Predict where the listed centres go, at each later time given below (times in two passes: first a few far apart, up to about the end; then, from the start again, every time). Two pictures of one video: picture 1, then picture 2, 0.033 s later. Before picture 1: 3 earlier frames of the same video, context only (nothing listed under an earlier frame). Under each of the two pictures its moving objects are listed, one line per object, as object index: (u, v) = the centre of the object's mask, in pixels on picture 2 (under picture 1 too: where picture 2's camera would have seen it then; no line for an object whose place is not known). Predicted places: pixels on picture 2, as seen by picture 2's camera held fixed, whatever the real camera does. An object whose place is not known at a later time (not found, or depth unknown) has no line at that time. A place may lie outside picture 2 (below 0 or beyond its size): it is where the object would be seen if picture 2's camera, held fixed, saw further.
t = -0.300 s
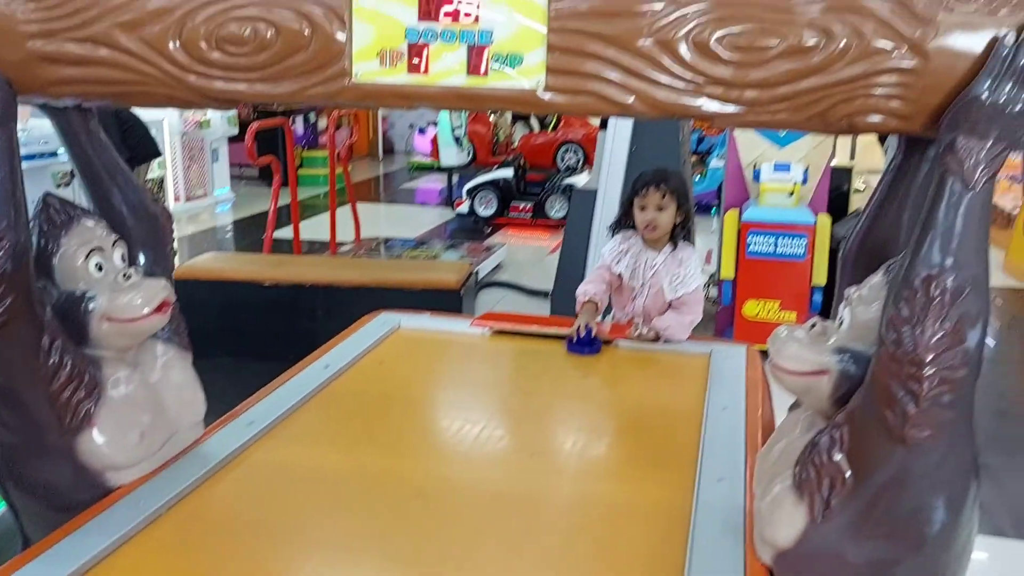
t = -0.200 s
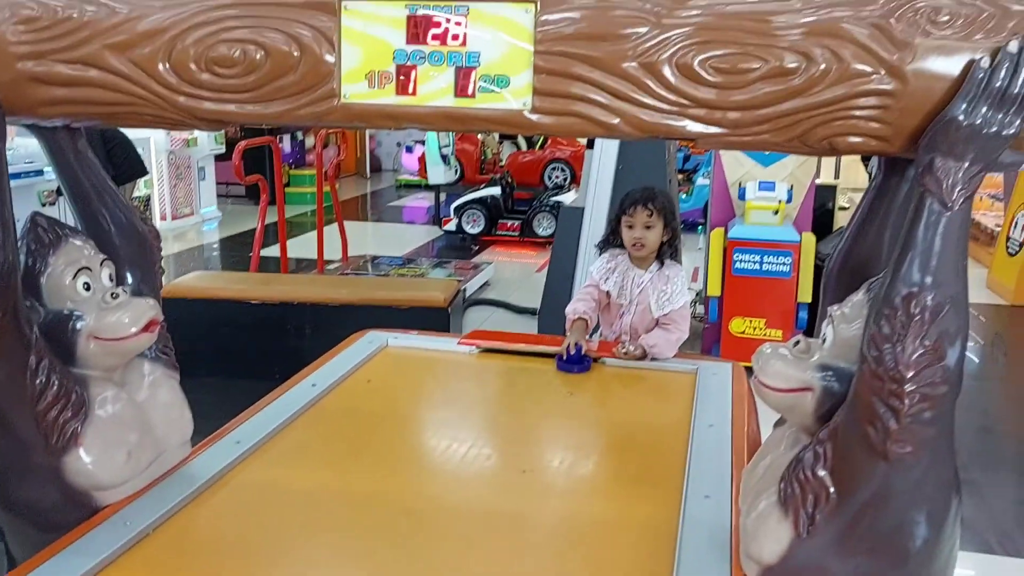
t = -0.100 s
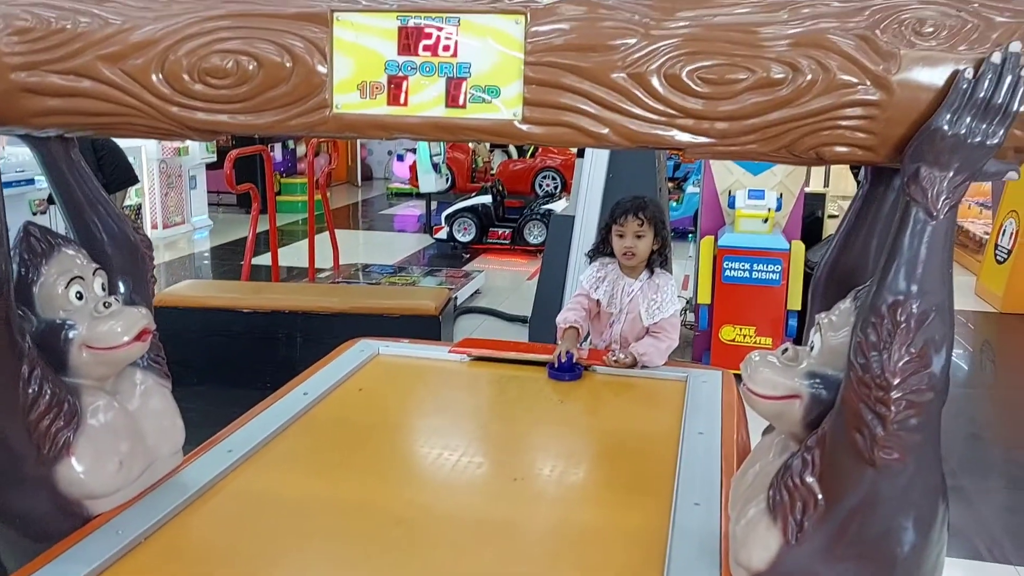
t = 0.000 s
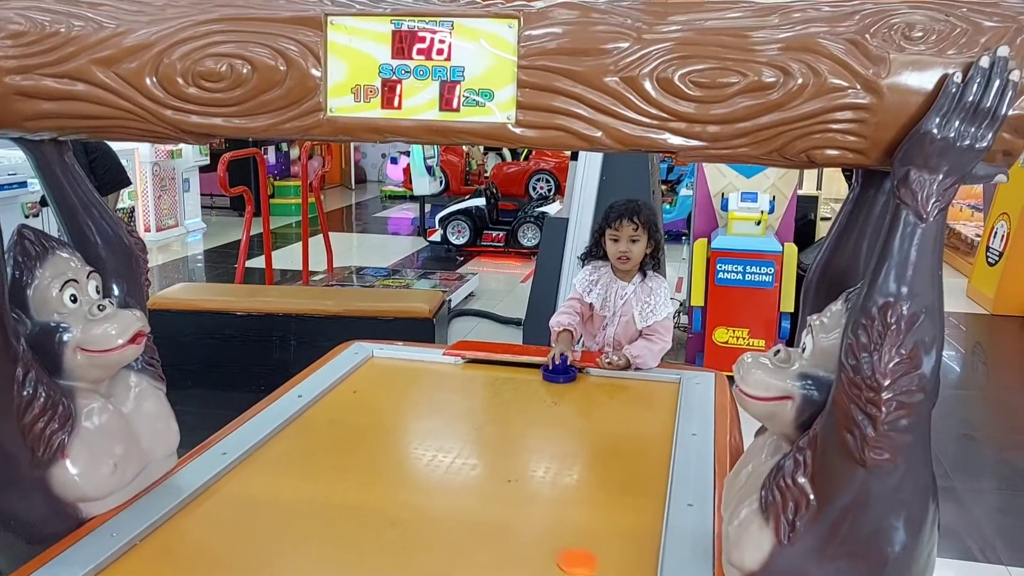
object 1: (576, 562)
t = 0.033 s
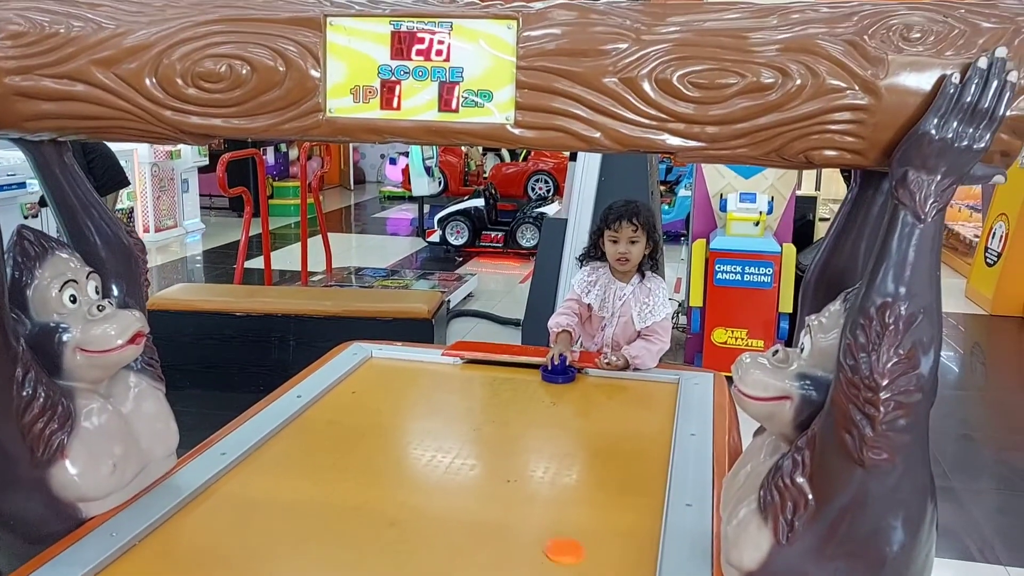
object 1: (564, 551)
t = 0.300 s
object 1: (505, 496)
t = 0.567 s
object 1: (489, 480)
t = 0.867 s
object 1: (488, 480)
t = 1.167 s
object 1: (488, 480)
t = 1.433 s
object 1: (488, 479)
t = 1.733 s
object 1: (488, 479)
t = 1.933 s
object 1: (488, 479)
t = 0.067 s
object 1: (554, 541)
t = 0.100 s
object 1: (544, 533)
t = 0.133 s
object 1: (535, 525)
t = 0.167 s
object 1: (527, 518)
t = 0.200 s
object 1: (521, 512)
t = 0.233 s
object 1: (515, 506)
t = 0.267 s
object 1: (509, 501)
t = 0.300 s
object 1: (505, 496)
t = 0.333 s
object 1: (501, 492)
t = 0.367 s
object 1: (498, 489)
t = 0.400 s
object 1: (494, 487)
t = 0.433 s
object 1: (492, 484)
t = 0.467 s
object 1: (490, 482)
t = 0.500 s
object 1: (488, 481)
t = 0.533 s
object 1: (489, 480)
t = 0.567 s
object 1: (489, 480)
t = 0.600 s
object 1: (489, 480)
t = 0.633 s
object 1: (489, 480)
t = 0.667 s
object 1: (489, 480)
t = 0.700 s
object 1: (488, 480)
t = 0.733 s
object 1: (488, 480)
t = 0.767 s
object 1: (489, 480)
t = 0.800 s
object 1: (488, 480)
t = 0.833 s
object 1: (489, 479)
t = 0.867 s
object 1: (488, 480)
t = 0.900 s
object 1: (488, 480)
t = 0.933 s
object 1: (488, 480)
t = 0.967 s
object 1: (488, 480)
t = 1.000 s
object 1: (488, 480)
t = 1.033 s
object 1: (488, 480)
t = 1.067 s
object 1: (488, 480)
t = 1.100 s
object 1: (488, 480)
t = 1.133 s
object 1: (488, 480)
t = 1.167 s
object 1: (488, 480)
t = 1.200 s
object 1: (488, 480)
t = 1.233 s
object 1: (488, 479)
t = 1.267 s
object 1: (488, 479)
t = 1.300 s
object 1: (489, 479)
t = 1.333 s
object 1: (488, 479)
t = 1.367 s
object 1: (488, 479)
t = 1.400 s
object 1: (488, 479)
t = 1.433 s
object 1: (488, 479)
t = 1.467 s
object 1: (488, 479)
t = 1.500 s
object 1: (488, 479)
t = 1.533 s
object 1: (488, 479)
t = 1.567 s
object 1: (488, 479)
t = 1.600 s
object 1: (488, 479)
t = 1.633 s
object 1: (489, 480)
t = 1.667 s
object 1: (489, 479)
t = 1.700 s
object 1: (489, 479)
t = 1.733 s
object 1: (488, 479)
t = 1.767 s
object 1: (488, 479)
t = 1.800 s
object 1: (488, 479)
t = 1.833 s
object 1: (488, 479)
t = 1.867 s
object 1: (488, 479)
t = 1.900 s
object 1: (488, 479)
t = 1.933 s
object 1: (488, 479)
